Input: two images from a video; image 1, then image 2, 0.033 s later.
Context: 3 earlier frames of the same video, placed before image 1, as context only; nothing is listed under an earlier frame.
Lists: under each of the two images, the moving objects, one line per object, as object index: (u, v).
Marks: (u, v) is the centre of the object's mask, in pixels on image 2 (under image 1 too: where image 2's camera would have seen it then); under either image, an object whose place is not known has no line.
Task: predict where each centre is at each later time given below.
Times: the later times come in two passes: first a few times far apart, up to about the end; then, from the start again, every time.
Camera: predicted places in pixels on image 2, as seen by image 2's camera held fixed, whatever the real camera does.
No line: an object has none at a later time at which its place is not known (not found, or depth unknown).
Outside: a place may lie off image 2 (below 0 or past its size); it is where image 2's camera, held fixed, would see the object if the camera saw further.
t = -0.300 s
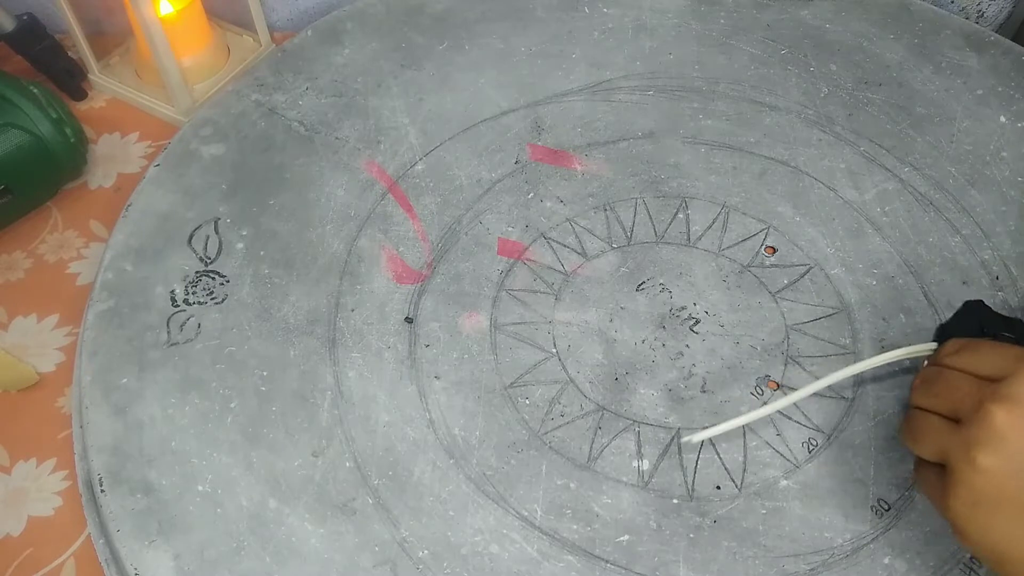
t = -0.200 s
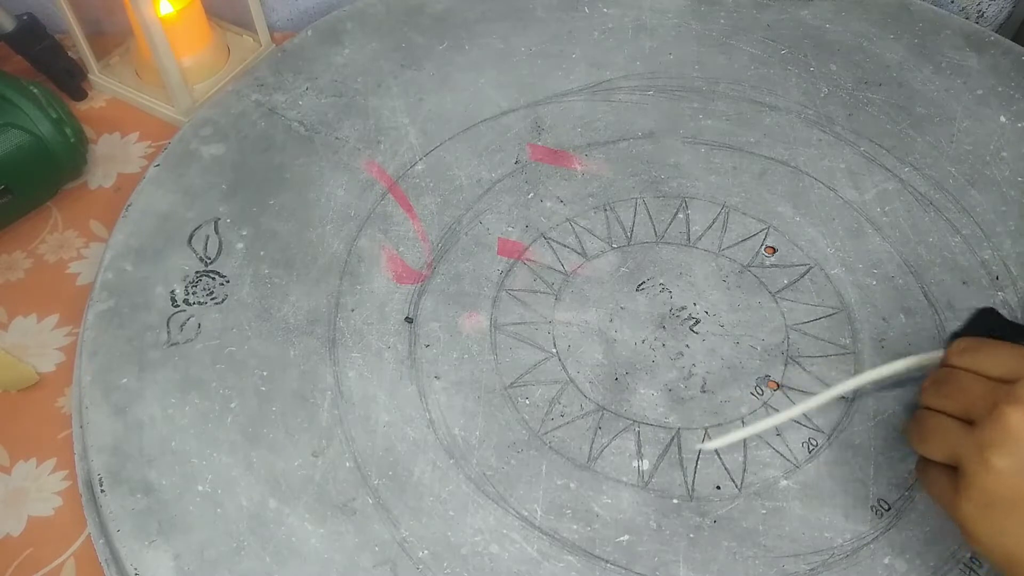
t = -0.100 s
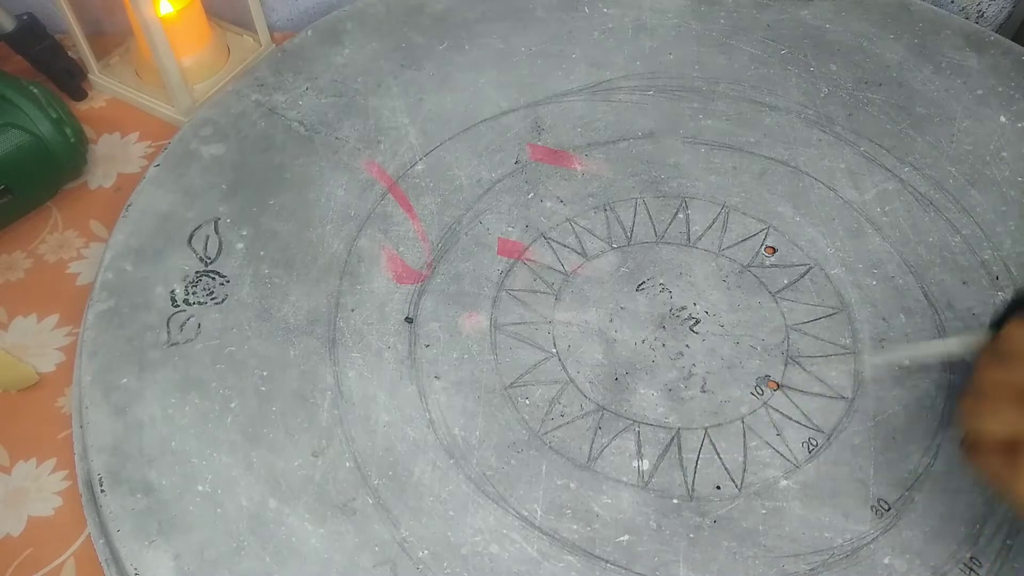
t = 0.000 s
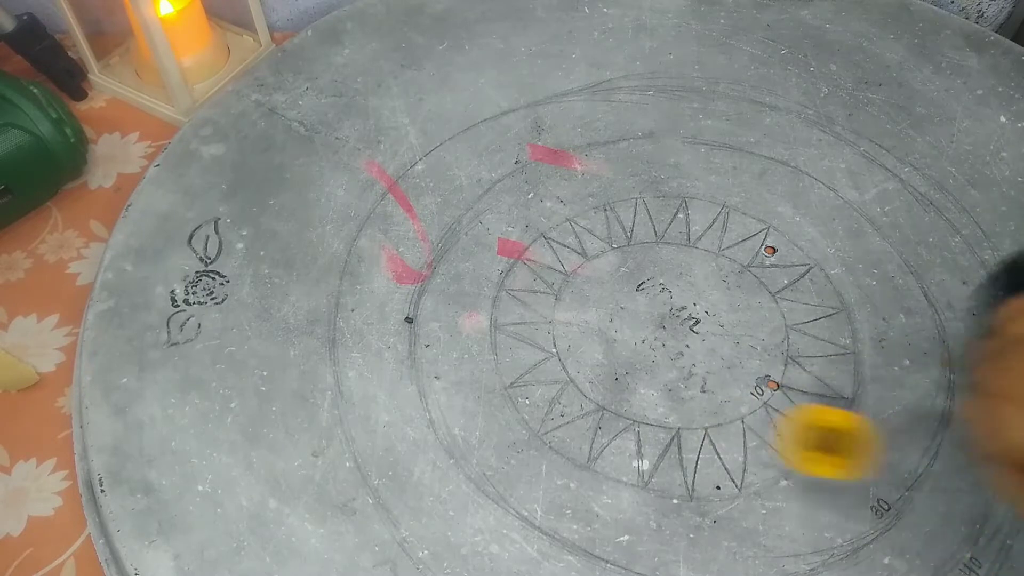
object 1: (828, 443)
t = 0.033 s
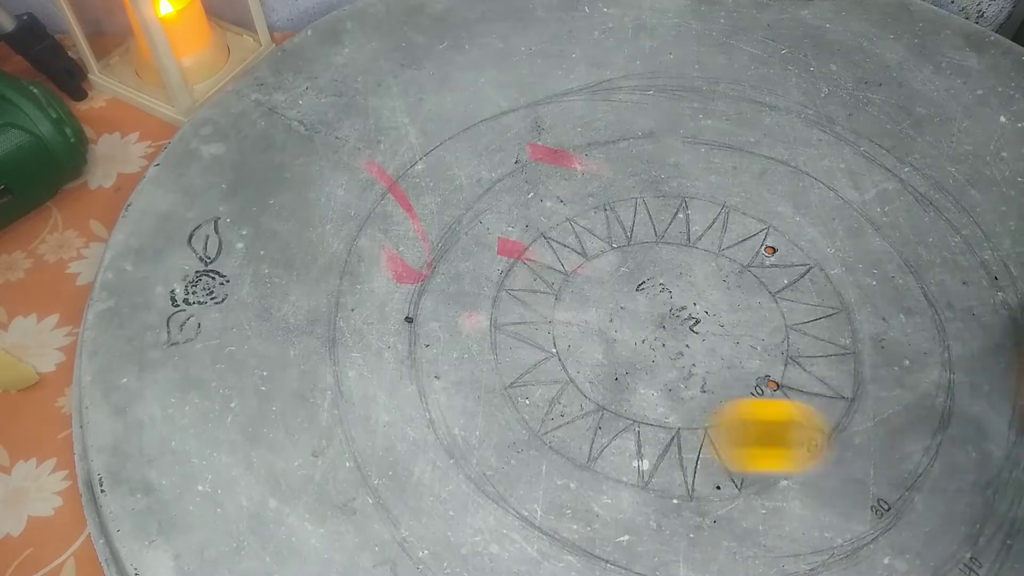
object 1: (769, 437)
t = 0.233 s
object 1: (373, 440)
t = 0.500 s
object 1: (124, 334)
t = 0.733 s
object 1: (157, 324)
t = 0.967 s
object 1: (303, 408)
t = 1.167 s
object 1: (447, 541)
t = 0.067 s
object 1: (698, 439)
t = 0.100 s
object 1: (625, 451)
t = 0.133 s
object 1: (553, 461)
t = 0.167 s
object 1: (492, 448)
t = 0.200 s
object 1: (432, 442)
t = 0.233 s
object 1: (373, 440)
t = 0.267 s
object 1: (322, 425)
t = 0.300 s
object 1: (277, 414)
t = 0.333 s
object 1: (237, 399)
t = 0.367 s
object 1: (202, 385)
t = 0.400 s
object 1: (174, 370)
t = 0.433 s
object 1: (151, 356)
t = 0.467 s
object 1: (135, 344)
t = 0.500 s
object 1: (124, 334)
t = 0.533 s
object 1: (119, 326)
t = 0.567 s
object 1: (117, 319)
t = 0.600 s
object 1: (119, 315)
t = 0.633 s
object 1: (124, 314)
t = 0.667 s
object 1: (133, 316)
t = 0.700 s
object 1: (144, 319)
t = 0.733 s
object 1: (157, 324)
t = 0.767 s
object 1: (172, 331)
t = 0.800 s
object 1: (190, 341)
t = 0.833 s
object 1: (211, 352)
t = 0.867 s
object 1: (233, 363)
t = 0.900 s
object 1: (256, 377)
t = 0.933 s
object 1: (280, 391)
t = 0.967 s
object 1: (303, 408)
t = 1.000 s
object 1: (327, 426)
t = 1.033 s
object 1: (350, 447)
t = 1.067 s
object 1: (372, 469)
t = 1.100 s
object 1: (396, 494)
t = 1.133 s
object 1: (421, 522)
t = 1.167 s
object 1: (447, 541)
